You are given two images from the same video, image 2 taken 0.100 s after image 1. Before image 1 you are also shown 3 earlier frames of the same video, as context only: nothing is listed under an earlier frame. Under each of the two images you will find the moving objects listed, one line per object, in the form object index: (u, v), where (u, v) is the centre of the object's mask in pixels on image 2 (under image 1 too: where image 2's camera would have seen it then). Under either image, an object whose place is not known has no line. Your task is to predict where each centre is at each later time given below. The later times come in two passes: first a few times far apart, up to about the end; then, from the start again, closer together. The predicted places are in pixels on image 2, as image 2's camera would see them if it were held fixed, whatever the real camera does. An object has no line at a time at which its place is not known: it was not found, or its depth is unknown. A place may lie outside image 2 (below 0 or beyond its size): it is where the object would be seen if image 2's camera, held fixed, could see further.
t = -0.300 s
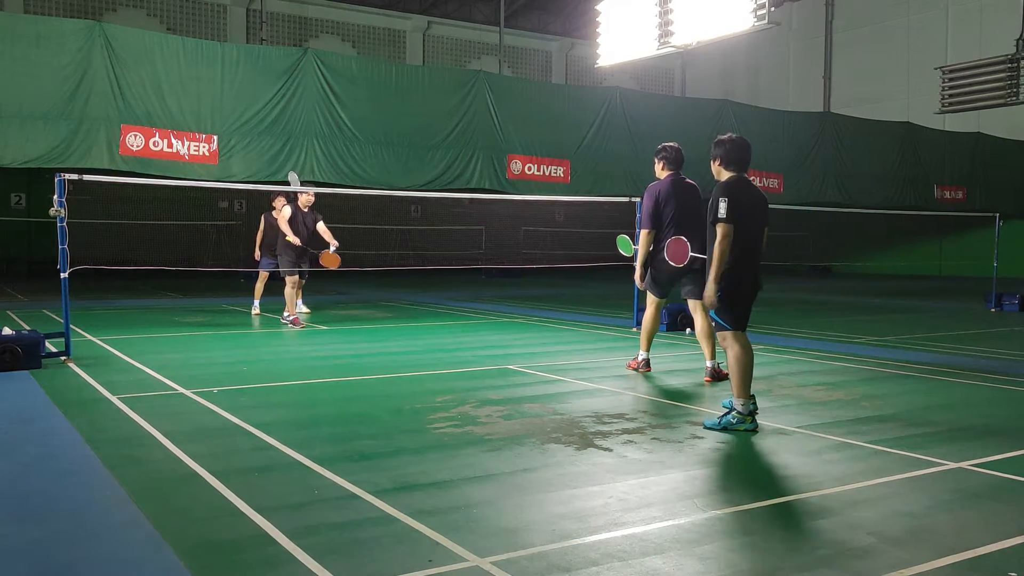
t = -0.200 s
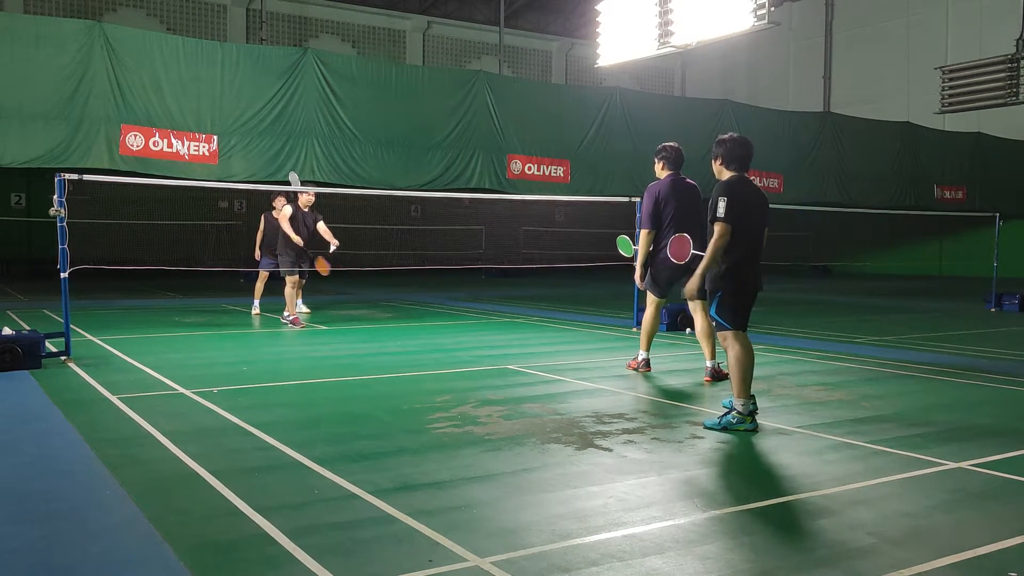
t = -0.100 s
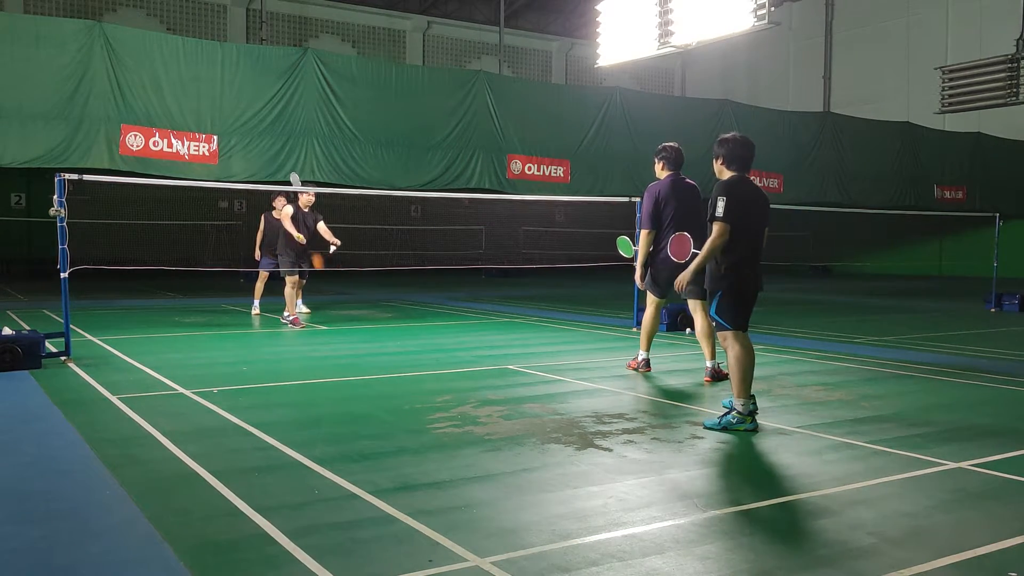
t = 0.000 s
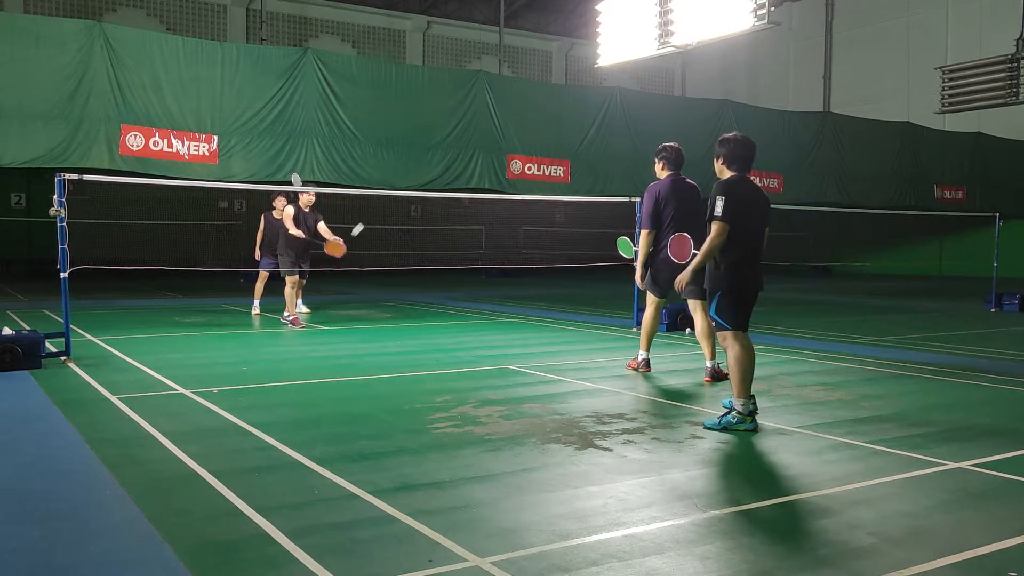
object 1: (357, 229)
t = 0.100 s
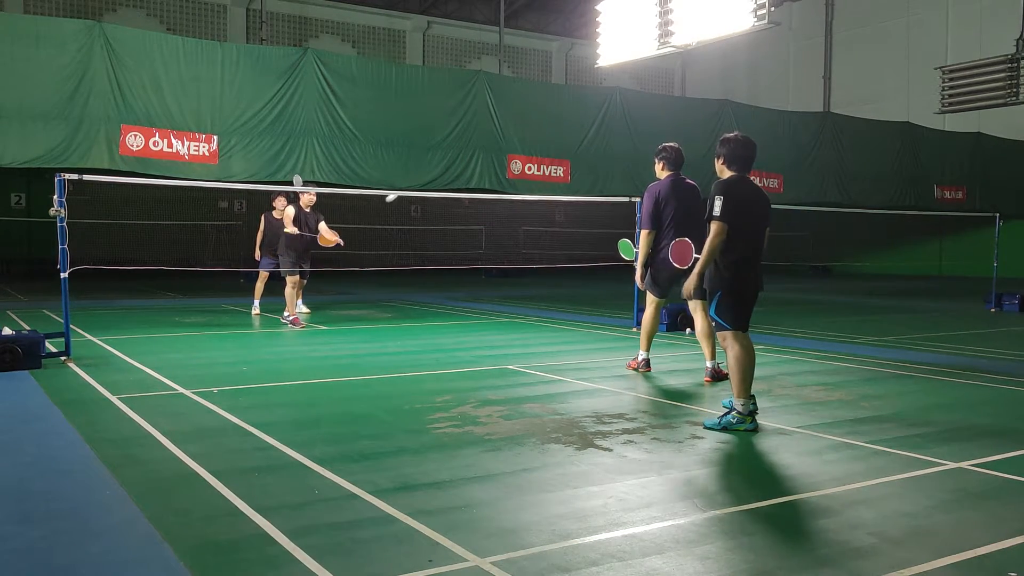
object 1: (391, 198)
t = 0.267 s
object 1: (437, 173)
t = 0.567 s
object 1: (520, 201)
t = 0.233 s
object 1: (428, 175)
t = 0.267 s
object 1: (437, 173)
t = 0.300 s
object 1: (447, 173)
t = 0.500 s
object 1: (503, 187)
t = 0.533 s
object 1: (511, 193)
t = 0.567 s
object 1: (520, 201)
